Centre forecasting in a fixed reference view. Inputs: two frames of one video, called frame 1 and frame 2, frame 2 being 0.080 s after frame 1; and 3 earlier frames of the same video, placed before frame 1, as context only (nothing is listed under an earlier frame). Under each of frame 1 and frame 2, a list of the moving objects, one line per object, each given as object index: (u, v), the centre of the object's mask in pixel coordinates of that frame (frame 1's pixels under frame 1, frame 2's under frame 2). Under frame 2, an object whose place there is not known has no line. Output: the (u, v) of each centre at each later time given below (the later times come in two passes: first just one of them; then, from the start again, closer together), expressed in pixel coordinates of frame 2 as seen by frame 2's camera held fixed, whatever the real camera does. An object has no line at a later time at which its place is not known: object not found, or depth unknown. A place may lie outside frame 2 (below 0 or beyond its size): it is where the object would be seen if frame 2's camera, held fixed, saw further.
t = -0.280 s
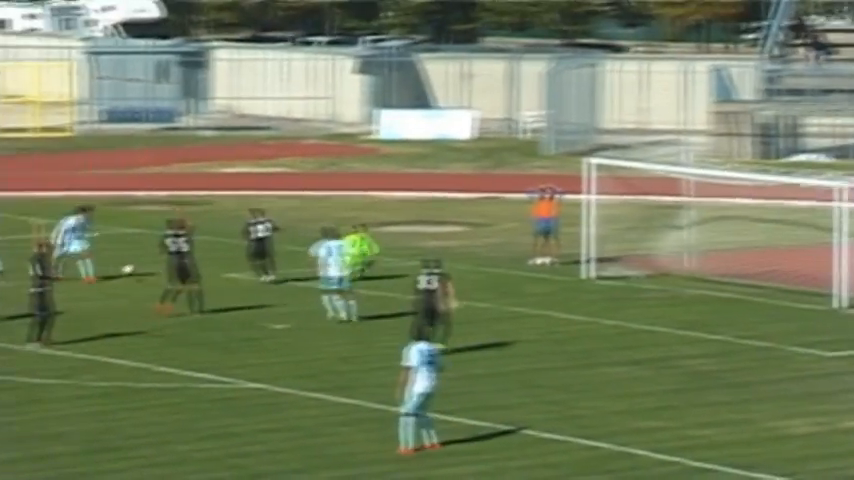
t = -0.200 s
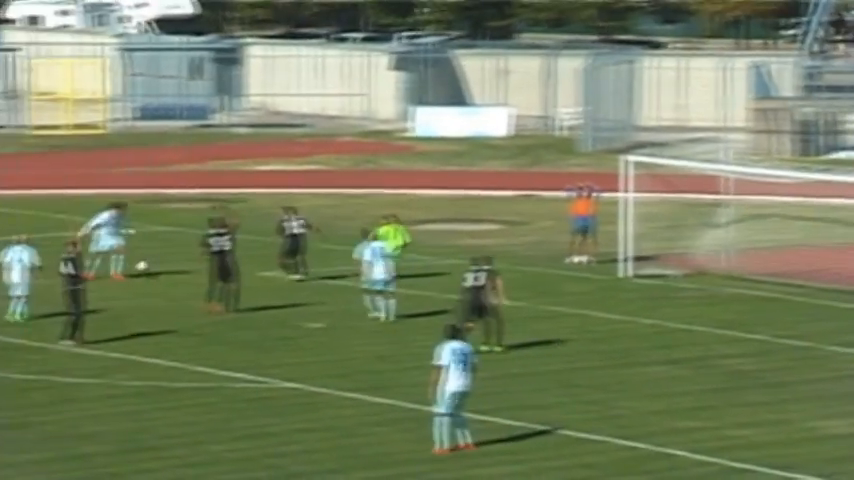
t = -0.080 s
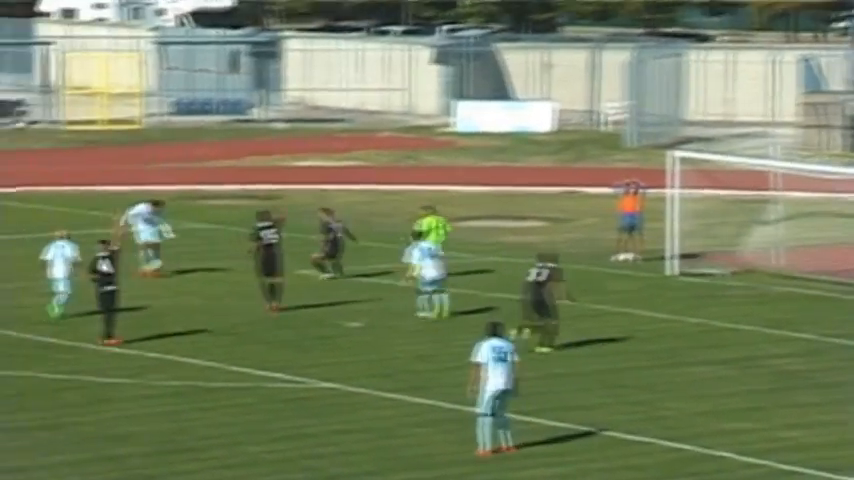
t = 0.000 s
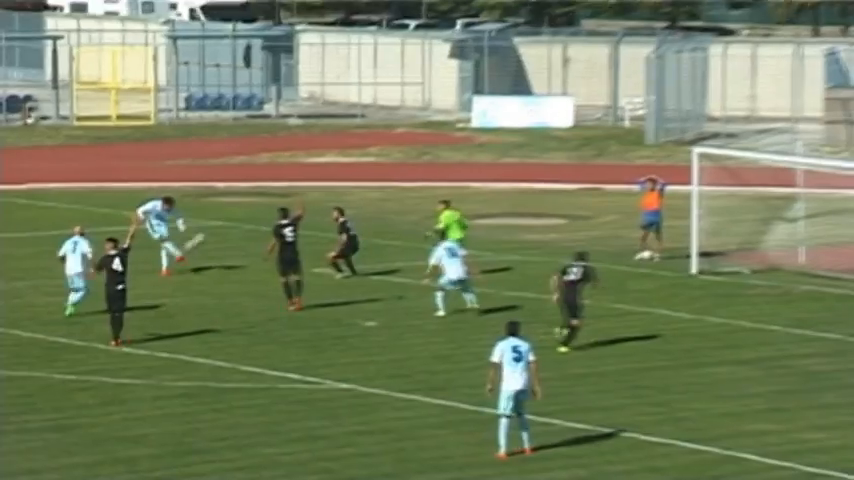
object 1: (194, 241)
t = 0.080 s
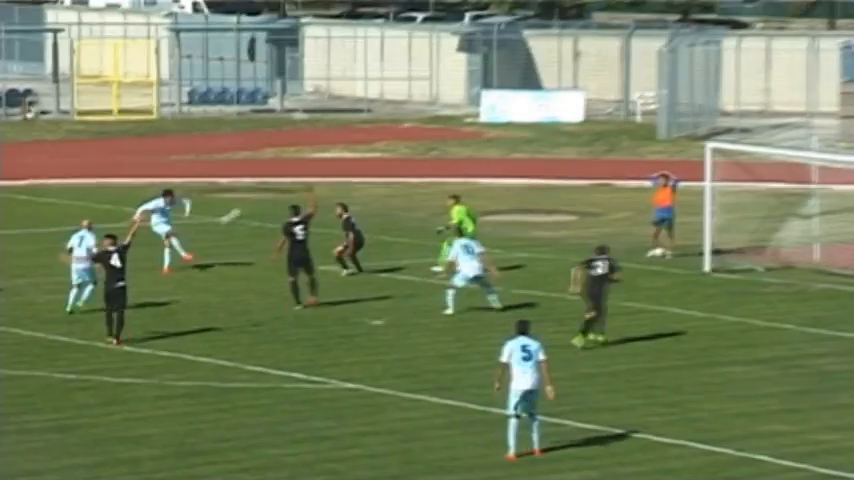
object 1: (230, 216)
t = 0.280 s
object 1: (308, 175)
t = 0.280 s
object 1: (308, 175)
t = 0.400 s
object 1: (348, 160)
